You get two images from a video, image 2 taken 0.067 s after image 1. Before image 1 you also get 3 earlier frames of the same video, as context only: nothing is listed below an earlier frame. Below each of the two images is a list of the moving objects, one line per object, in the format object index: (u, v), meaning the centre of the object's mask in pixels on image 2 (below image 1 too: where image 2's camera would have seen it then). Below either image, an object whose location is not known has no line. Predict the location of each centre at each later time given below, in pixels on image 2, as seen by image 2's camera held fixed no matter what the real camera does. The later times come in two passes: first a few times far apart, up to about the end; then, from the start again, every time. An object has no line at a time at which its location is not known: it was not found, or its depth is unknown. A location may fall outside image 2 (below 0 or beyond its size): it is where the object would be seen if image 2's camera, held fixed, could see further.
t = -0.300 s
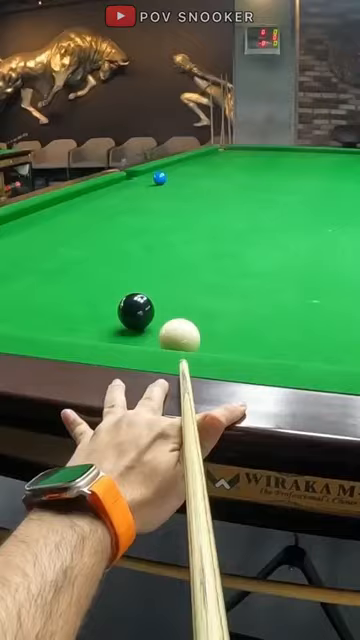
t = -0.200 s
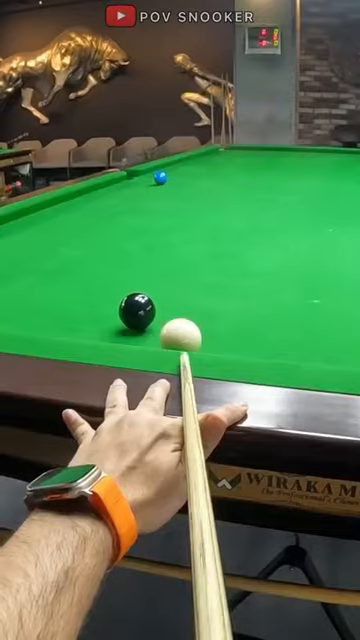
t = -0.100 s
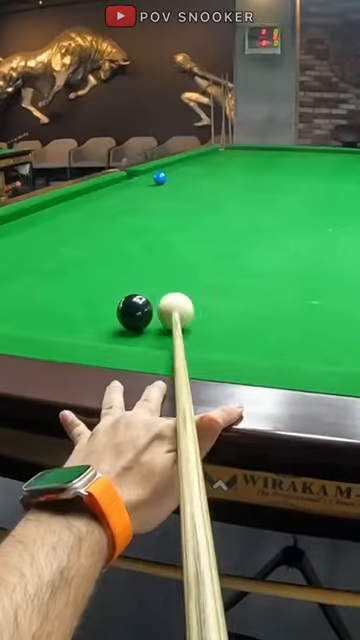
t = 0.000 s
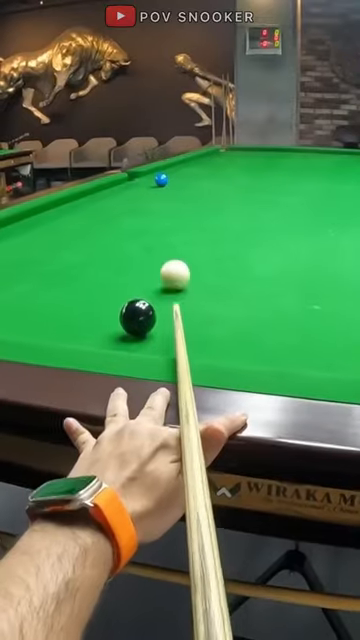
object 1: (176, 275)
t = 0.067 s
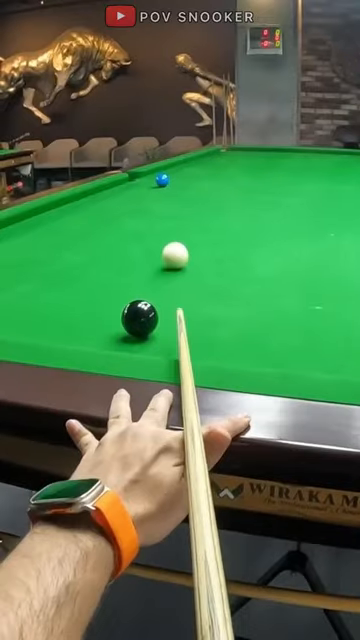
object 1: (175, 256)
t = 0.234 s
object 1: (172, 223)
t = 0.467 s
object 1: (169, 196)
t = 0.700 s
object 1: (178, 182)
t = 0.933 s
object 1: (210, 176)
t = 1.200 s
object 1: (236, 172)
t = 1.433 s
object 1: (255, 169)
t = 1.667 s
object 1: (271, 166)
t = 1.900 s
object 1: (285, 164)
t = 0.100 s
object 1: (174, 248)
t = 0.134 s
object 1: (173, 240)
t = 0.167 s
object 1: (173, 234)
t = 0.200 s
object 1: (172, 228)
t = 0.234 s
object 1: (172, 223)
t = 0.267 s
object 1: (171, 218)
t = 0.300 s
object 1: (171, 214)
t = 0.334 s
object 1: (171, 209)
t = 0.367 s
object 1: (170, 206)
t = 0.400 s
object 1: (170, 202)
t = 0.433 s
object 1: (170, 199)
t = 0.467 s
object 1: (169, 196)
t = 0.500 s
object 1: (169, 194)
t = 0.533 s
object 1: (169, 191)
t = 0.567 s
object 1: (169, 188)
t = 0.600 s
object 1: (169, 186)
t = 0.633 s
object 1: (169, 184)
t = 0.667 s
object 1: (172, 183)
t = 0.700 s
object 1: (178, 182)
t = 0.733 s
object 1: (184, 181)
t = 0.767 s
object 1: (189, 181)
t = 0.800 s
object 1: (194, 180)
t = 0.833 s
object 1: (198, 179)
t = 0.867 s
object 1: (202, 178)
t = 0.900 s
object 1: (206, 177)
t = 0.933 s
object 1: (210, 176)
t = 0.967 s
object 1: (214, 176)
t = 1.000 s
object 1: (217, 175)
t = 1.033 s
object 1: (221, 175)
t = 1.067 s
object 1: (224, 174)
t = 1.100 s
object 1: (227, 173)
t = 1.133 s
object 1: (230, 173)
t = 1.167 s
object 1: (233, 172)
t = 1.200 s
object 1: (236, 172)
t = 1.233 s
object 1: (239, 171)
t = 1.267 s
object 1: (242, 171)
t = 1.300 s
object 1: (245, 170)
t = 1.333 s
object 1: (247, 170)
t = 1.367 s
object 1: (250, 169)
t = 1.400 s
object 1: (253, 169)
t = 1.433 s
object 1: (255, 169)
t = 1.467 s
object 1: (257, 168)
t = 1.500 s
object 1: (260, 168)
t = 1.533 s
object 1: (262, 168)
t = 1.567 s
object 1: (265, 167)
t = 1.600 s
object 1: (267, 167)
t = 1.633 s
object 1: (269, 167)
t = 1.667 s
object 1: (271, 166)
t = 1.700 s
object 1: (273, 166)
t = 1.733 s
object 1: (275, 166)
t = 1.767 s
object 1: (277, 165)
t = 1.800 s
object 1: (279, 165)
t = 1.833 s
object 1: (281, 164)
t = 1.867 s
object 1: (283, 164)
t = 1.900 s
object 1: (285, 164)
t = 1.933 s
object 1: (286, 164)
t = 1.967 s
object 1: (288, 164)
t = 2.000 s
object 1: (290, 163)
